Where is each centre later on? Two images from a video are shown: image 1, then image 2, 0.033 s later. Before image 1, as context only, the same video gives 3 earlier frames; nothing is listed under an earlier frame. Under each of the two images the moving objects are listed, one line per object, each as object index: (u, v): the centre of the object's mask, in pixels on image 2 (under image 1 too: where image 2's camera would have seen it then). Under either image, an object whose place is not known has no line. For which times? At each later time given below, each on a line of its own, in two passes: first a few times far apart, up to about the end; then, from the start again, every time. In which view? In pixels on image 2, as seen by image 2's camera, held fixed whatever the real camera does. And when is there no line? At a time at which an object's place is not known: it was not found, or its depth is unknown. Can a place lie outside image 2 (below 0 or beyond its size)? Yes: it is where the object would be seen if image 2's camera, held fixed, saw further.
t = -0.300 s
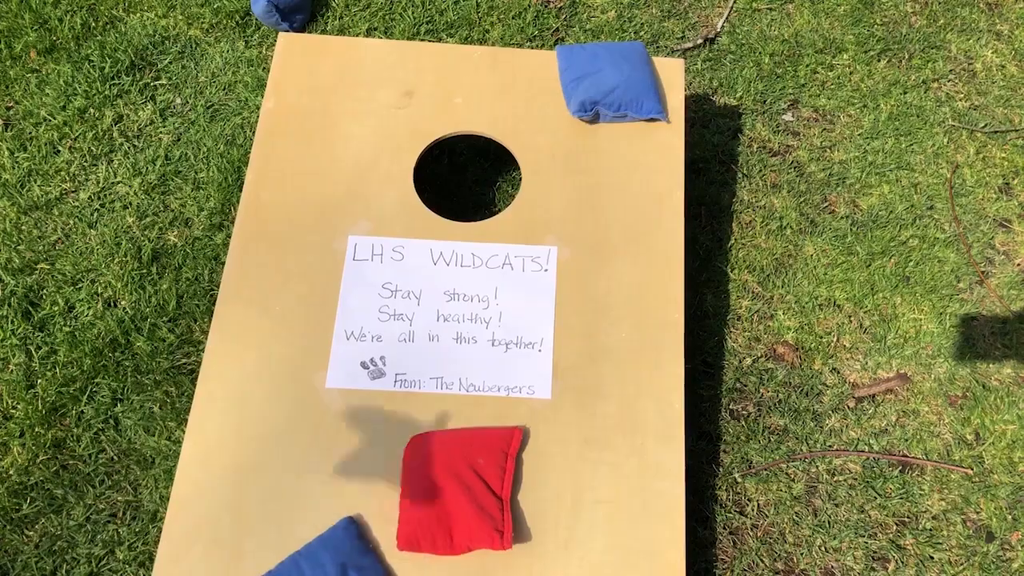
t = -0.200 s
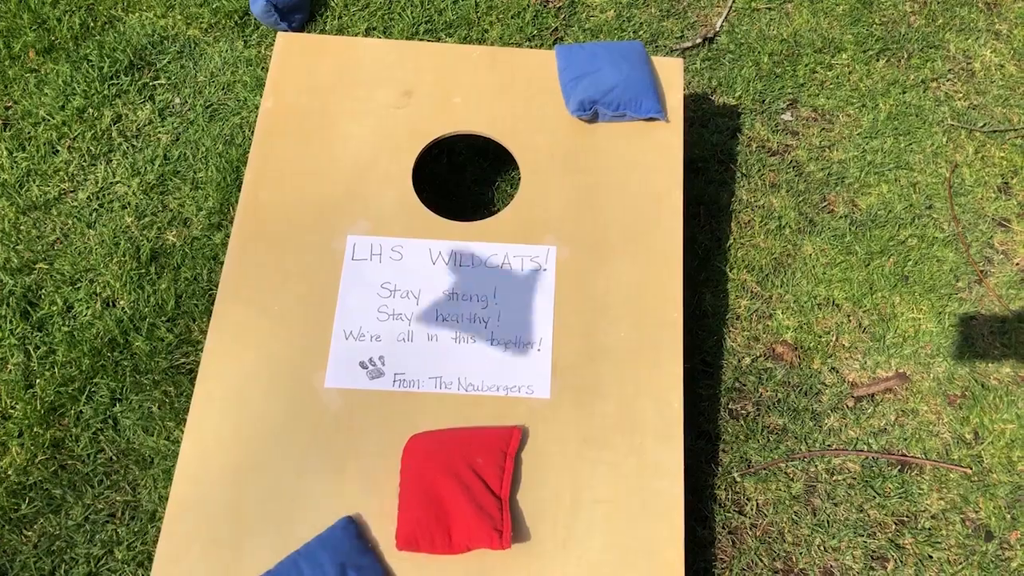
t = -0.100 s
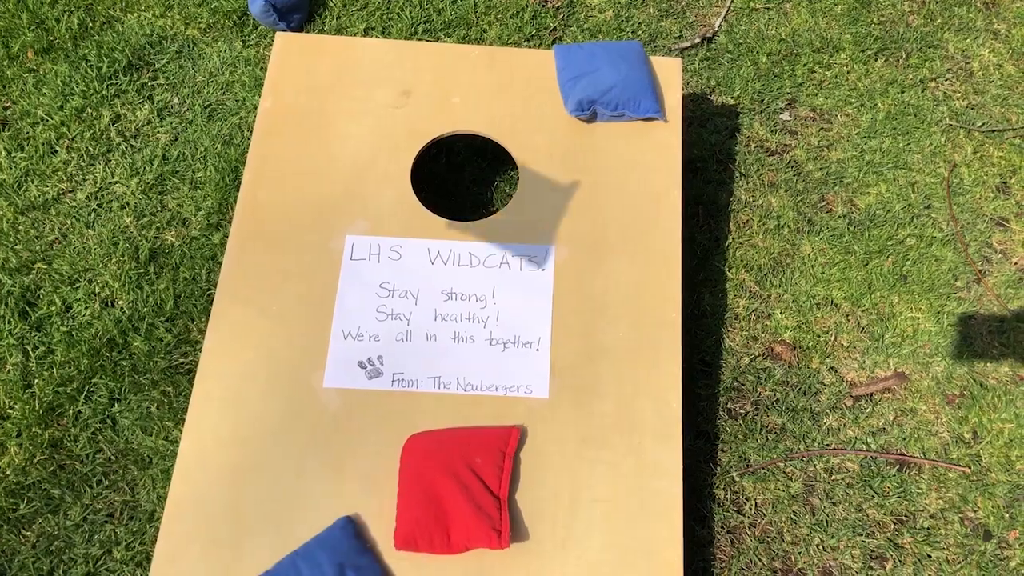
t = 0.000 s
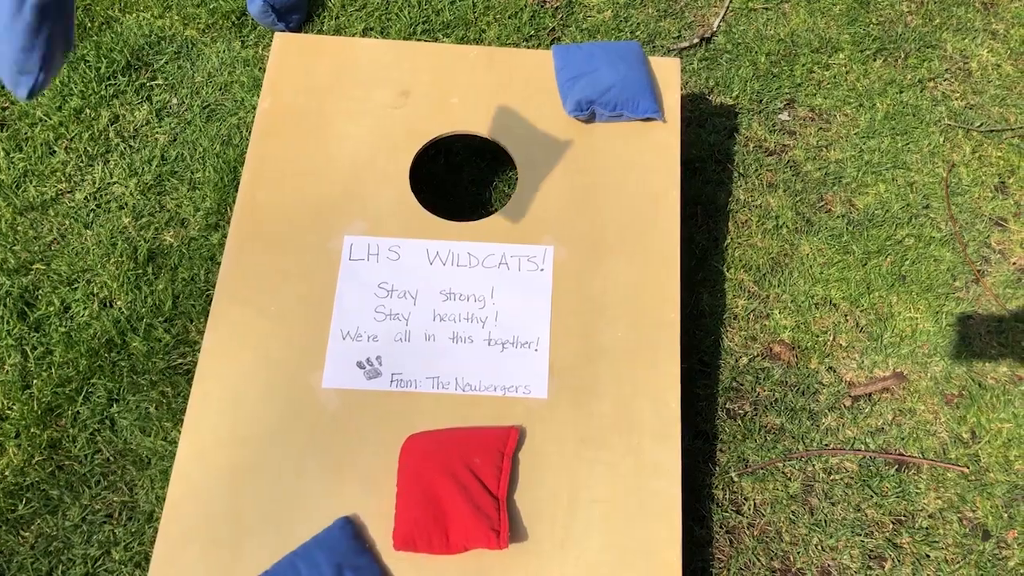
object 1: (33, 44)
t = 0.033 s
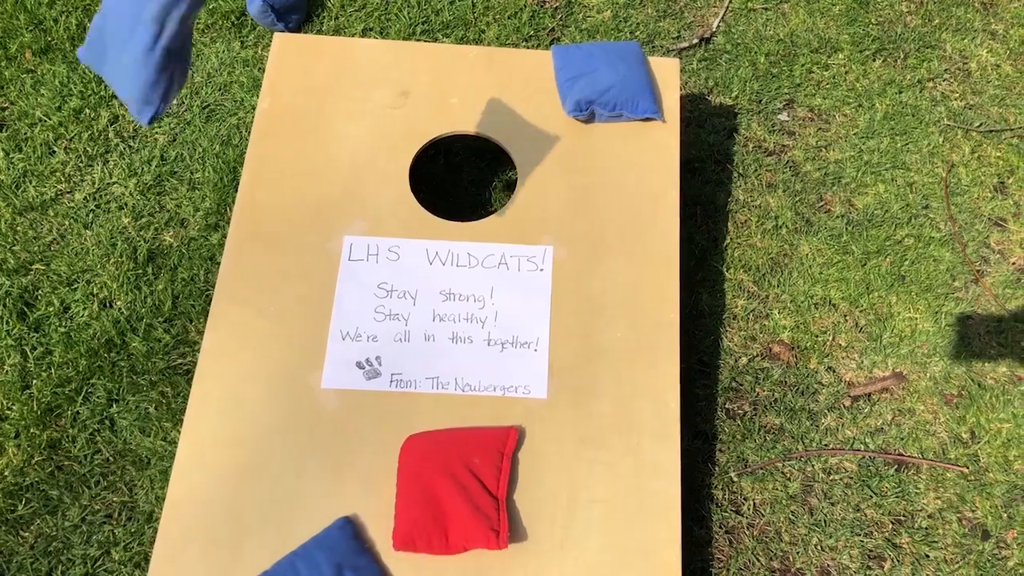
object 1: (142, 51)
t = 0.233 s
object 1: (465, 154)
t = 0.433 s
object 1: (497, 194)
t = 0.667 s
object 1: (495, 193)
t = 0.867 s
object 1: (495, 194)
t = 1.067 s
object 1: (495, 193)
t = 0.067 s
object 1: (241, 70)
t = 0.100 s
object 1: (316, 105)
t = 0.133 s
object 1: (375, 139)
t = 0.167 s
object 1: (412, 159)
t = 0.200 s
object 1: (436, 144)
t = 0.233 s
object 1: (465, 154)
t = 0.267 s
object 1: (484, 163)
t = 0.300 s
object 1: (490, 157)
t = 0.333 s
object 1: (492, 168)
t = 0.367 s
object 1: (495, 180)
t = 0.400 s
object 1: (496, 195)
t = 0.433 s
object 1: (497, 194)
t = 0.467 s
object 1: (496, 193)
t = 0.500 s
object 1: (495, 193)
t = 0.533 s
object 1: (495, 193)
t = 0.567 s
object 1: (495, 193)
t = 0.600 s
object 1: (495, 193)
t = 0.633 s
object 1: (495, 193)
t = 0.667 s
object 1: (495, 193)
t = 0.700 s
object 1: (495, 193)
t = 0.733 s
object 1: (495, 193)
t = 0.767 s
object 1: (495, 193)
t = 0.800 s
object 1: (495, 193)
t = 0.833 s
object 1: (495, 193)
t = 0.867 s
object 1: (495, 194)
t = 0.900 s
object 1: (495, 193)
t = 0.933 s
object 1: (495, 194)
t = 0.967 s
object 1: (495, 193)
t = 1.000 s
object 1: (495, 193)
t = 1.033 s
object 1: (495, 193)
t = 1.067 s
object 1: (495, 193)
